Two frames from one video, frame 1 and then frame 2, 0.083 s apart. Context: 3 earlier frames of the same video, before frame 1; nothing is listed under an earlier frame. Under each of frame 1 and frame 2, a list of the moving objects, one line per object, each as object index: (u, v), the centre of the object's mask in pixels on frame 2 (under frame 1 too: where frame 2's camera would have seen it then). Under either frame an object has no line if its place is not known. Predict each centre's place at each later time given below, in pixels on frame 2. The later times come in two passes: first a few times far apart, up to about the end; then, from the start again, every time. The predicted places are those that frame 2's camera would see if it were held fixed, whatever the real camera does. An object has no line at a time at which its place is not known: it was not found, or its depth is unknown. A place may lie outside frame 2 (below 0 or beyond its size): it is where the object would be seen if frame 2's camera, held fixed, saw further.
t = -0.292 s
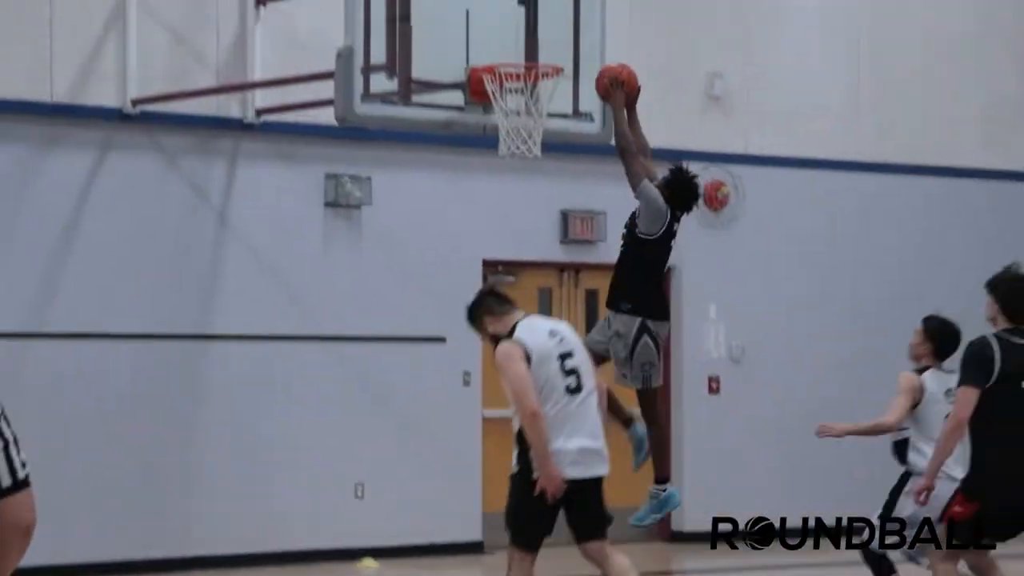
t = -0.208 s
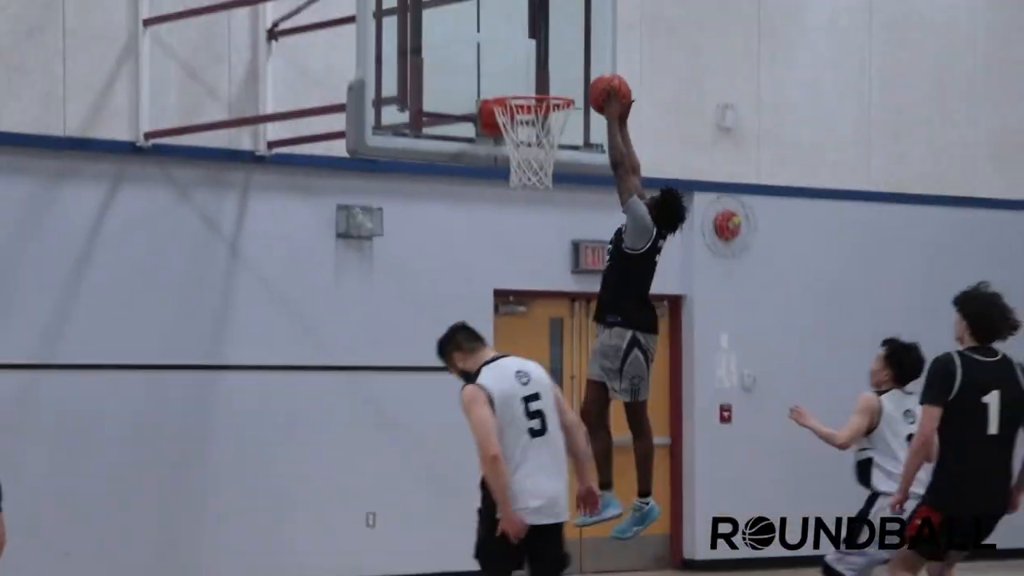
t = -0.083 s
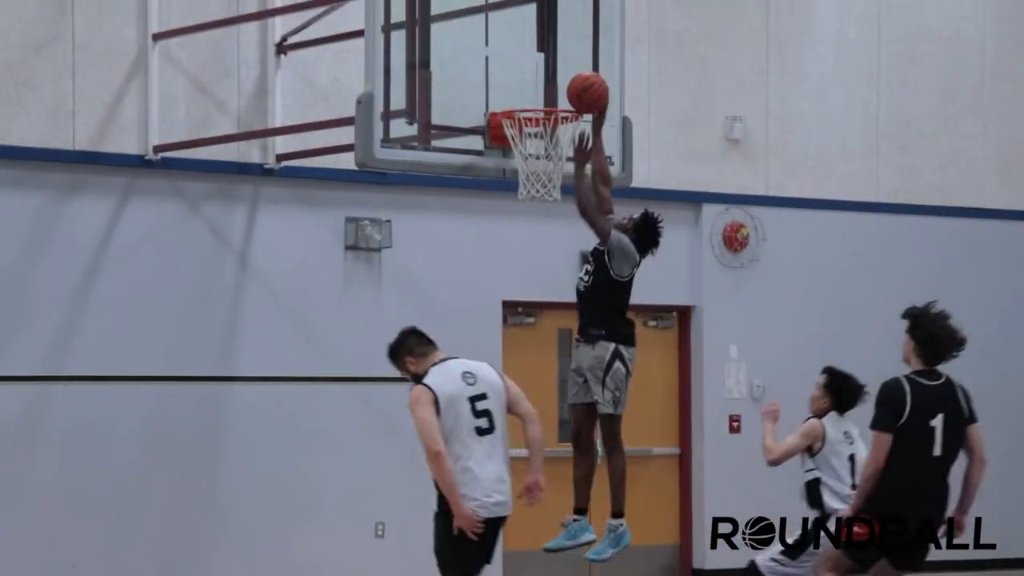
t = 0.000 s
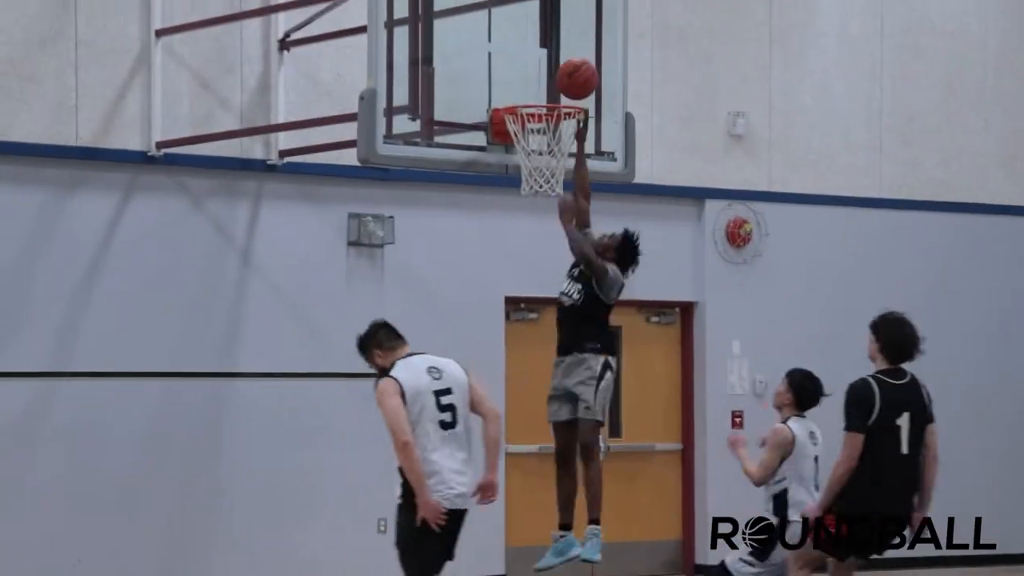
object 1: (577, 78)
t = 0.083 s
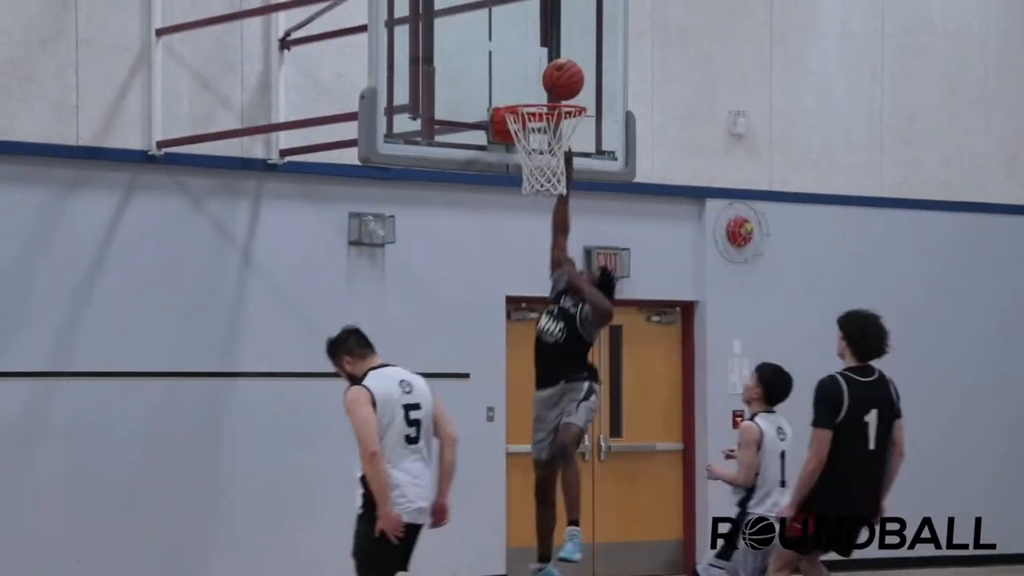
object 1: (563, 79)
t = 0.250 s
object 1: (535, 119)
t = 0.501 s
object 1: (528, 196)
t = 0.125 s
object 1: (556, 84)
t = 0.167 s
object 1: (549, 89)
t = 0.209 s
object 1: (541, 94)
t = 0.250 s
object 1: (535, 119)
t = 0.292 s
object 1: (529, 133)
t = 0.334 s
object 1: (522, 148)
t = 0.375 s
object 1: (521, 161)
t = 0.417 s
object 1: (522, 184)
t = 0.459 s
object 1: (525, 189)
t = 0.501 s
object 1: (528, 196)
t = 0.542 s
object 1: (531, 208)
